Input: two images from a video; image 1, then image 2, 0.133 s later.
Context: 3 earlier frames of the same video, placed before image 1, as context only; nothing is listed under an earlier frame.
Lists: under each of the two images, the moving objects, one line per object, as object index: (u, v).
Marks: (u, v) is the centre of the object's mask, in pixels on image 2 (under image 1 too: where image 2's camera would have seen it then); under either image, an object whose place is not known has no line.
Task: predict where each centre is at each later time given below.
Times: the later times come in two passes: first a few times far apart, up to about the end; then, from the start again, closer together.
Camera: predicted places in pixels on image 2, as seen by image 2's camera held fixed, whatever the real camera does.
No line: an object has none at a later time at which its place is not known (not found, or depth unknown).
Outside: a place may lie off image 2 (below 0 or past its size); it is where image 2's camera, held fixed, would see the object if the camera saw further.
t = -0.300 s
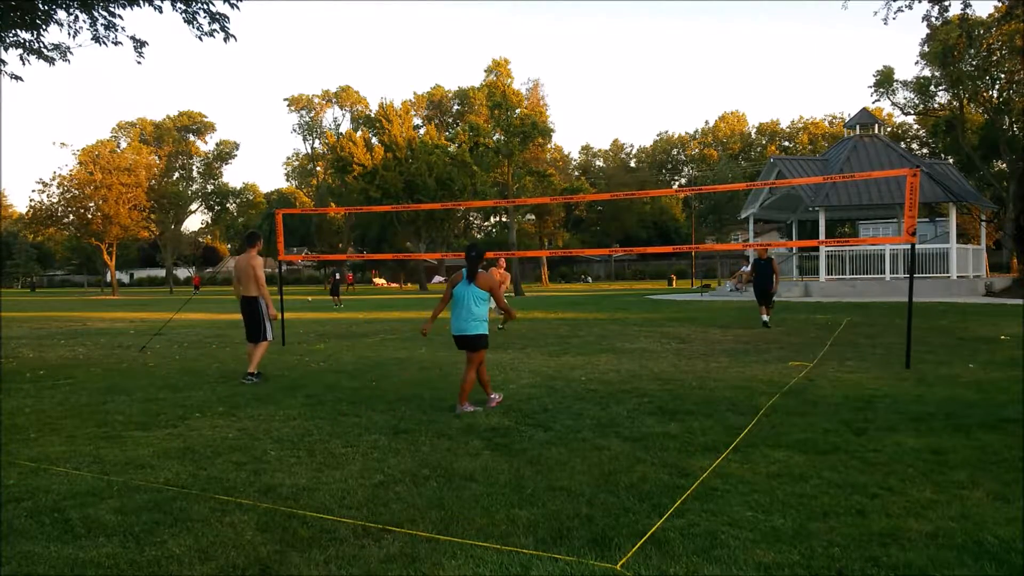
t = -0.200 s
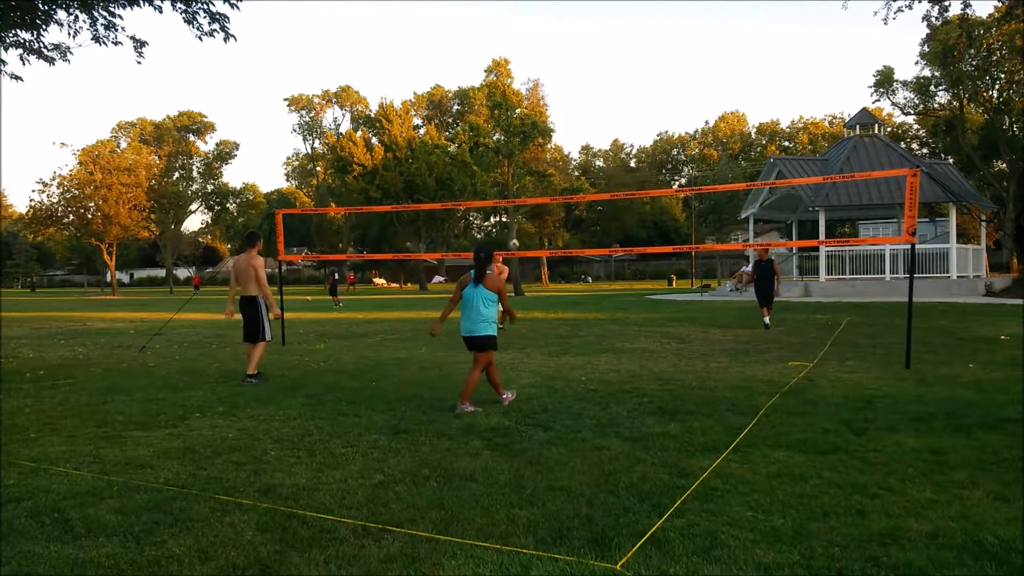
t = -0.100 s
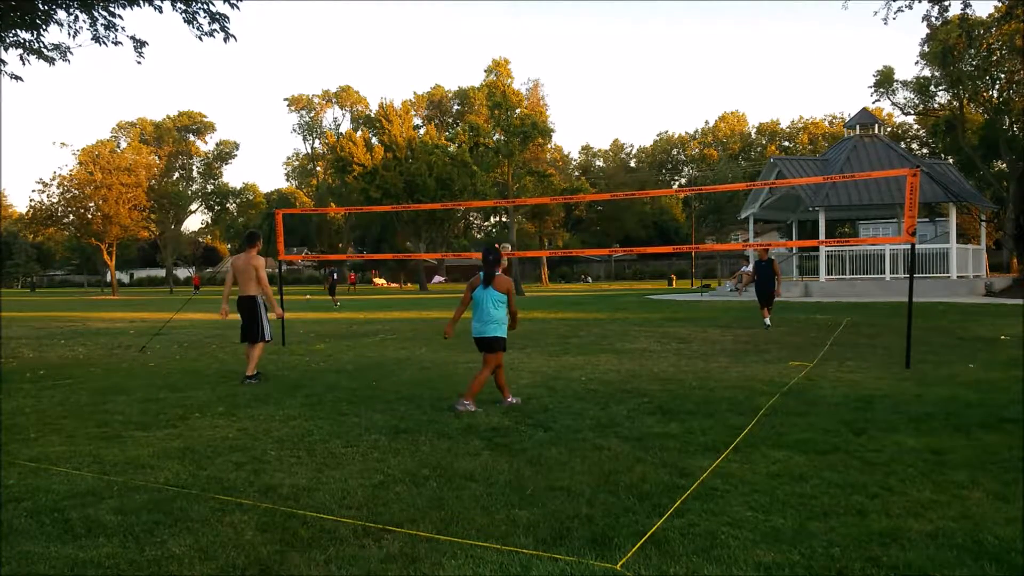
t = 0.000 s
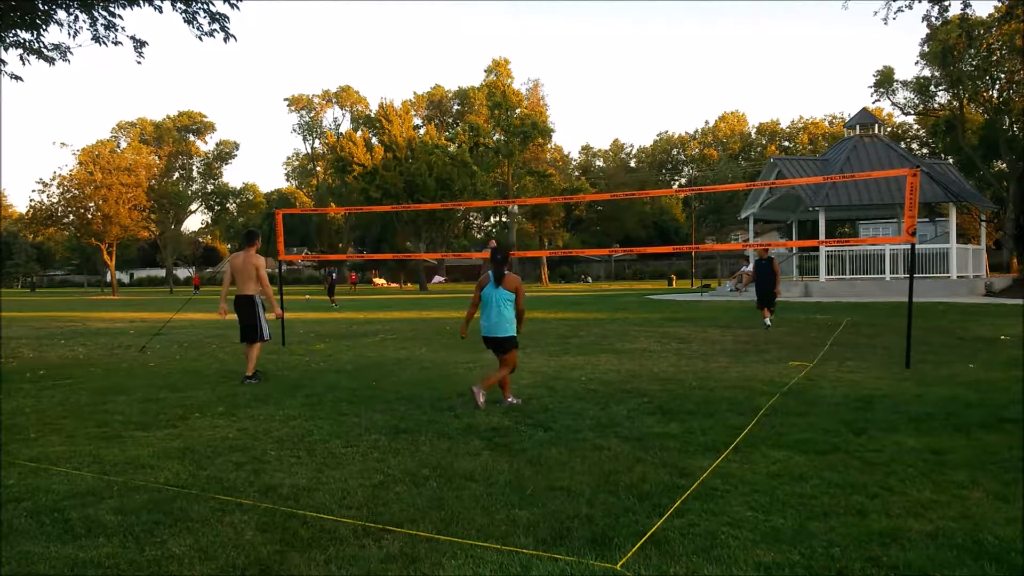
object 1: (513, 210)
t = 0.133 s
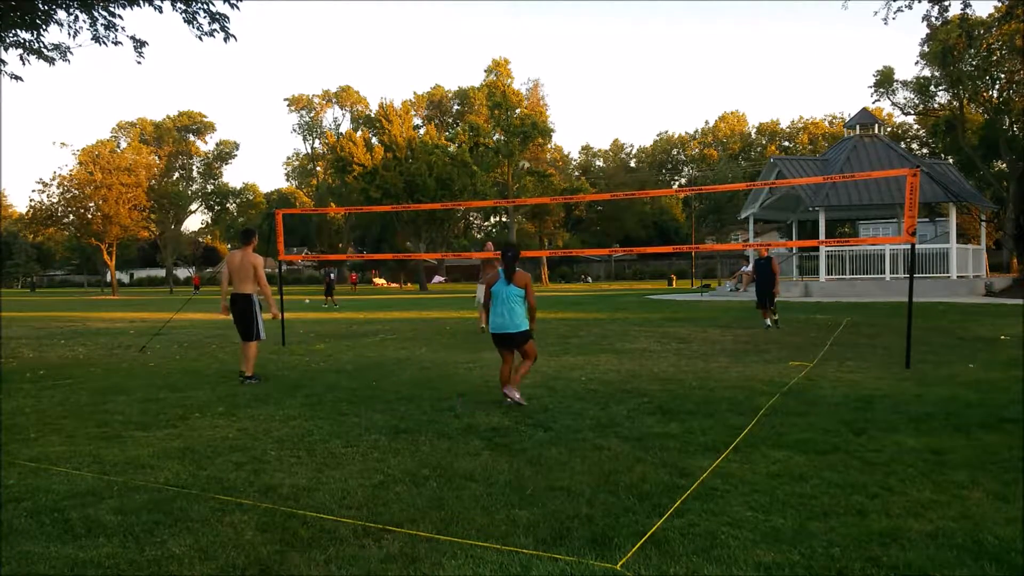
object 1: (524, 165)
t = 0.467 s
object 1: (553, 93)
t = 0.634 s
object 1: (569, 78)
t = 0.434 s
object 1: (549, 98)
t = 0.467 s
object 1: (553, 93)
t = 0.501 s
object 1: (556, 89)
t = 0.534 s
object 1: (559, 85)
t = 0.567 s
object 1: (562, 82)
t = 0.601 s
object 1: (565, 80)
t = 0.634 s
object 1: (569, 78)
